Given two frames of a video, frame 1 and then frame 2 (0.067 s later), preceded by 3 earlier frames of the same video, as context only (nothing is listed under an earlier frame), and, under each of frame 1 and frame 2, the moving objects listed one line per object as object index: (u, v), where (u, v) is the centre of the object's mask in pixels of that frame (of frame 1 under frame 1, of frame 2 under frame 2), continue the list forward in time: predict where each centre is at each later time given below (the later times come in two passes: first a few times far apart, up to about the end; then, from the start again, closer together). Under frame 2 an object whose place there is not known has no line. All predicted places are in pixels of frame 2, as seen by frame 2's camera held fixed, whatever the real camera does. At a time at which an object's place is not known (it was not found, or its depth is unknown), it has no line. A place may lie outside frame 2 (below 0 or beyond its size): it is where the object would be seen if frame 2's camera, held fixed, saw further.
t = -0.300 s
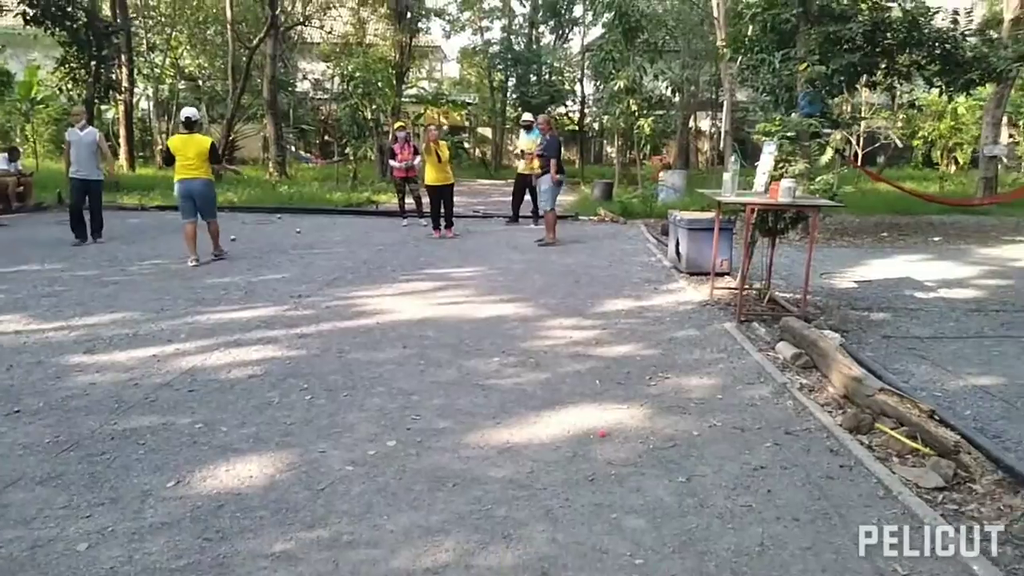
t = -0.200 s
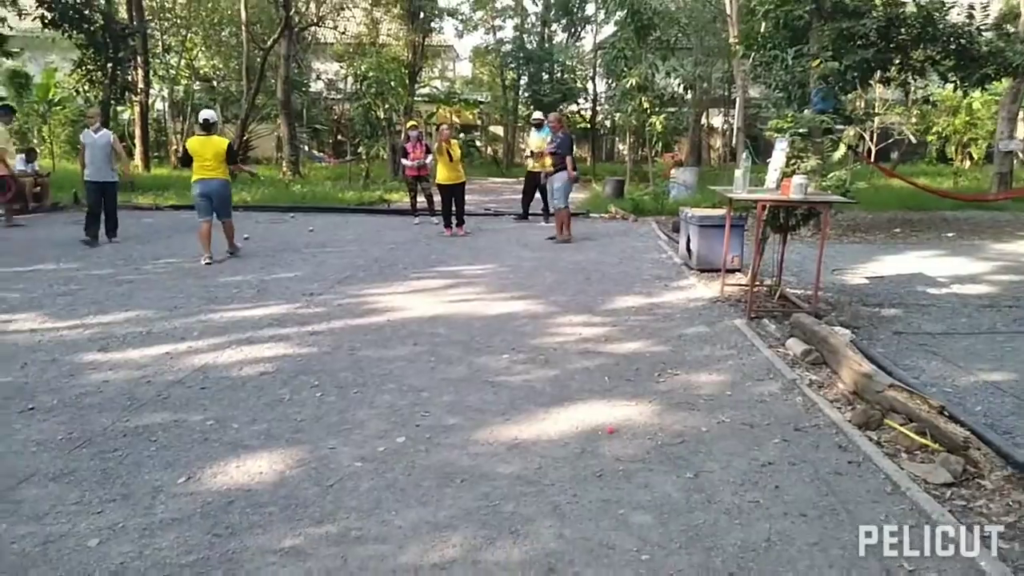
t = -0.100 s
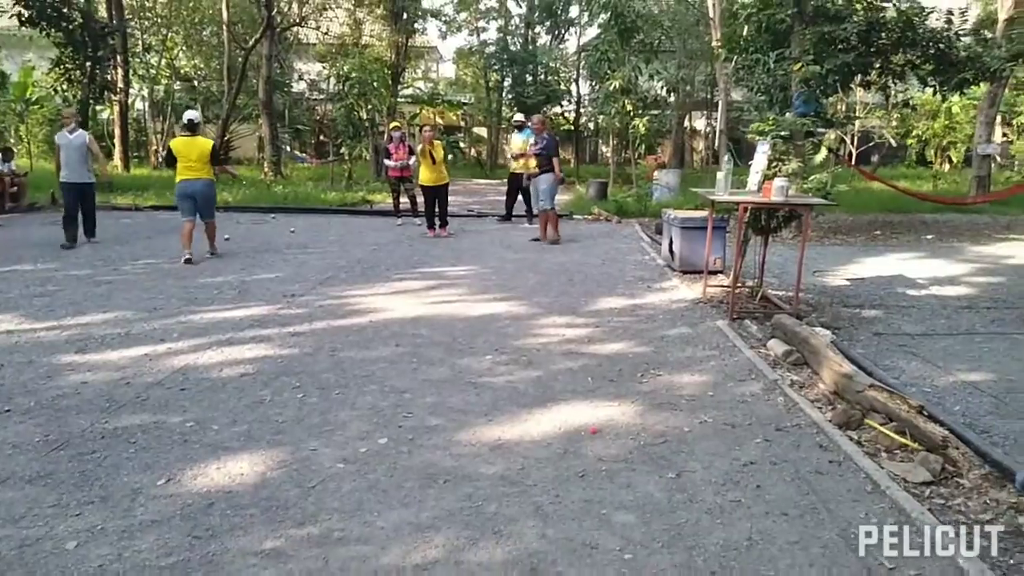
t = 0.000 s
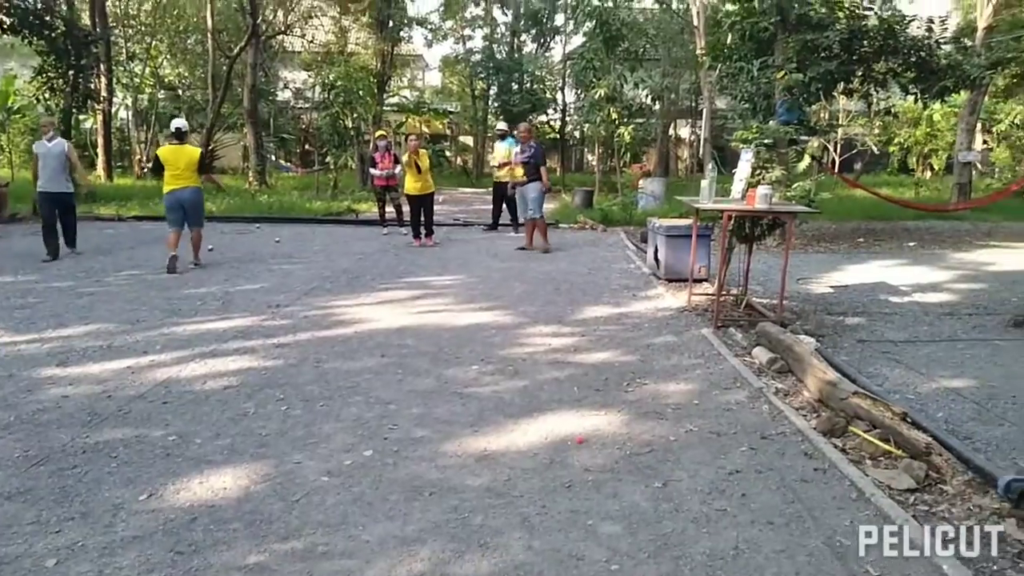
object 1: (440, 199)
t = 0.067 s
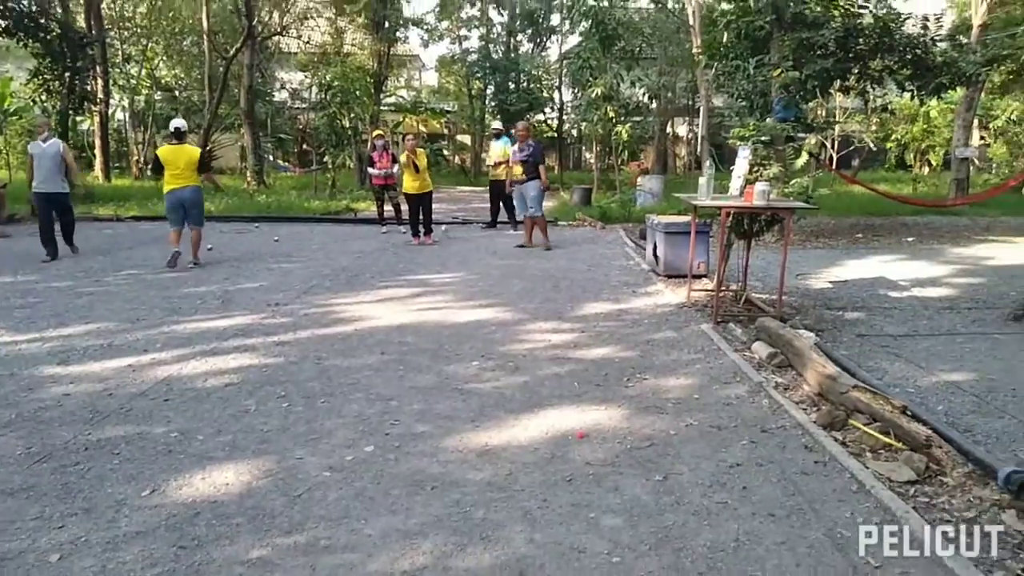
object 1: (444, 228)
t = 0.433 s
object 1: (472, 315)
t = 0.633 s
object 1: (486, 328)
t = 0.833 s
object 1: (500, 337)
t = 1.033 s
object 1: (515, 348)
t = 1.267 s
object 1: (531, 359)
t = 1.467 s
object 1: (544, 369)
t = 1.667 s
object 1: (555, 378)
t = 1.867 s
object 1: (567, 385)
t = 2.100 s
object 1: (577, 391)
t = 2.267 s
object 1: (582, 394)
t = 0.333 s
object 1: (464, 308)
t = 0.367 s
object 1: (468, 312)
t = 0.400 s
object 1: (471, 312)
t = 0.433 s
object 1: (472, 315)
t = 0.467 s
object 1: (474, 319)
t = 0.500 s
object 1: (477, 320)
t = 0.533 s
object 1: (479, 322)
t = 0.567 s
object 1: (481, 324)
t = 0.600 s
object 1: (484, 327)
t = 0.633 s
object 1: (486, 328)
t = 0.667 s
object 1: (489, 329)
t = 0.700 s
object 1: (491, 329)
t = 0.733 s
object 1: (493, 332)
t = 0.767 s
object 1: (496, 335)
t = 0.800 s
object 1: (498, 335)
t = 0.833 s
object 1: (500, 337)
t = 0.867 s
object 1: (503, 340)
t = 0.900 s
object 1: (505, 341)
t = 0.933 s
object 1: (508, 343)
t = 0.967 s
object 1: (510, 345)
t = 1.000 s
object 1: (512, 347)
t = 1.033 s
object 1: (515, 348)
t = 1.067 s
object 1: (517, 350)
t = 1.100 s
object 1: (520, 352)
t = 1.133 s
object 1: (522, 354)
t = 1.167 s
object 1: (524, 355)
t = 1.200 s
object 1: (526, 357)
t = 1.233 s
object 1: (529, 358)
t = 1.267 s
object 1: (531, 359)
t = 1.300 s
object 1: (532, 360)
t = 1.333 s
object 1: (535, 360)
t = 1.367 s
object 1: (537, 363)
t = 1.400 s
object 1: (540, 366)
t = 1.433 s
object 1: (542, 367)
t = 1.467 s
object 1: (544, 369)
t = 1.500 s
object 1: (545, 371)
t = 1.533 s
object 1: (548, 372)
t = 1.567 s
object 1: (550, 374)
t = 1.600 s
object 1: (552, 375)
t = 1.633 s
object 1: (553, 376)
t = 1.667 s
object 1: (555, 378)
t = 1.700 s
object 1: (557, 379)
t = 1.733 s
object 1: (559, 380)
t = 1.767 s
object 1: (561, 382)
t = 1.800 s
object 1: (563, 383)
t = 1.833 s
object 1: (565, 384)
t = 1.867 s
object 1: (567, 385)
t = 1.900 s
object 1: (568, 386)
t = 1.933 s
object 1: (571, 388)
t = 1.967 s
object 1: (572, 388)
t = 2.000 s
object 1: (573, 389)
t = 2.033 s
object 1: (574, 390)
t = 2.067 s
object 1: (576, 391)
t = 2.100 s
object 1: (577, 391)
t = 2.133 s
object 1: (578, 392)
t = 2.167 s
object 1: (578, 392)
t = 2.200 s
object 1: (579, 393)
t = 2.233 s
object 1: (581, 393)
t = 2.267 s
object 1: (582, 394)
